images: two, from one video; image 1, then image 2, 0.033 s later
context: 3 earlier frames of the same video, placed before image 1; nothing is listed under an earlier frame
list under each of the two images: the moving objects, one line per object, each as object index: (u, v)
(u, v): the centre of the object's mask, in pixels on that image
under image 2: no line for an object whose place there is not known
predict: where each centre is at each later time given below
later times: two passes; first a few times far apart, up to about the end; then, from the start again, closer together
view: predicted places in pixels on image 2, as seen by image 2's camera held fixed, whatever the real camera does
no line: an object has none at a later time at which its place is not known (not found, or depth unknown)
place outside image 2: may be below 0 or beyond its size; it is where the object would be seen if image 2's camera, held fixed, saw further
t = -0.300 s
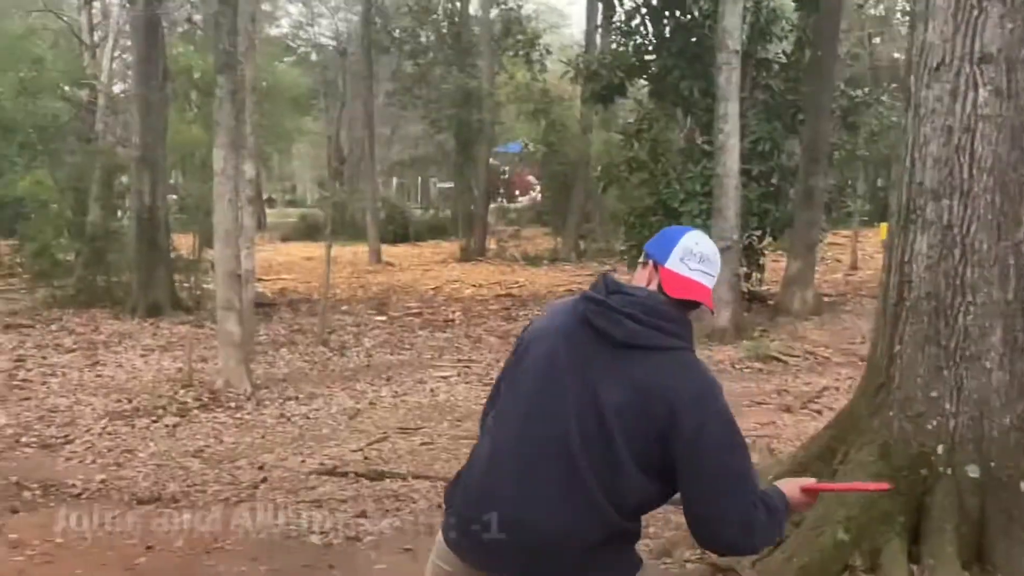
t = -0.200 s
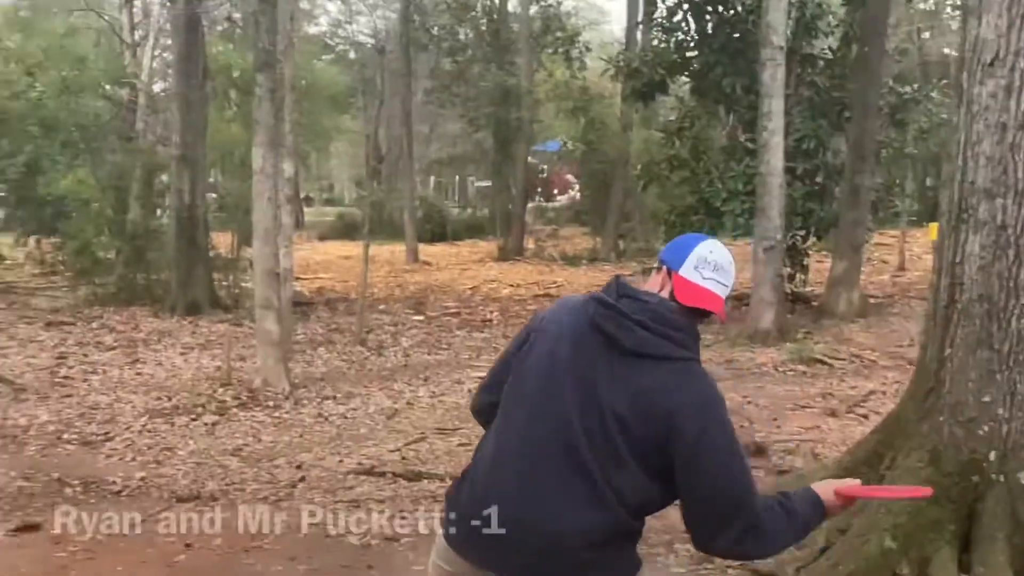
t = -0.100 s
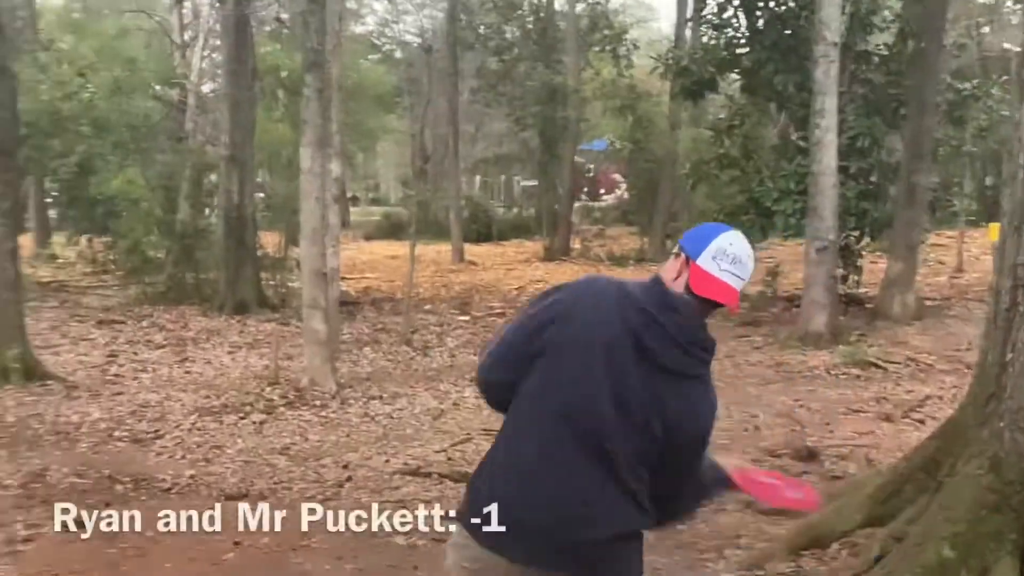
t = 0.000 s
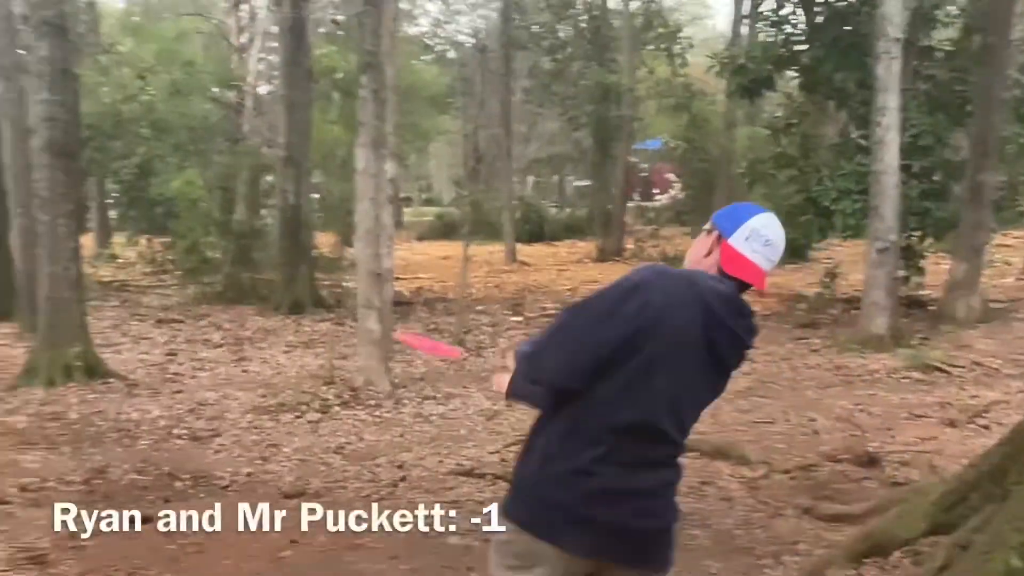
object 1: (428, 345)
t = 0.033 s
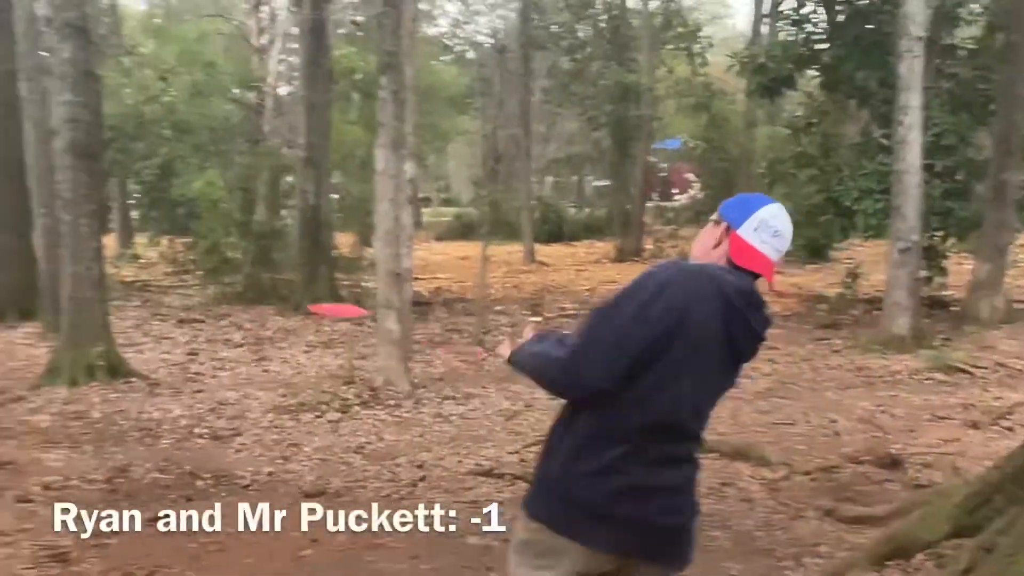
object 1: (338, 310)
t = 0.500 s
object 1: (-283, 163)
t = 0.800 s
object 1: (-413, 150)
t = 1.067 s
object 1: (-475, 151)
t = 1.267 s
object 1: (-507, 153)
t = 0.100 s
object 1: (170, 262)
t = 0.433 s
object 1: (-243, 169)
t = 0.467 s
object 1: (-264, 166)
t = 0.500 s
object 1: (-283, 163)
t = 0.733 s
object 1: (-390, 151)
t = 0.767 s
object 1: (-400, 150)
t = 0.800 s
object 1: (-413, 150)
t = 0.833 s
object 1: (-421, 150)
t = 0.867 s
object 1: (-431, 150)
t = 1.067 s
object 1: (-475, 151)
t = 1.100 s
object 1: (-482, 151)
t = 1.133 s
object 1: (-488, 152)
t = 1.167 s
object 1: (-491, 152)
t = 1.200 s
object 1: (-498, 152)
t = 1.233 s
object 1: (-502, 153)
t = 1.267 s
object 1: (-507, 153)
